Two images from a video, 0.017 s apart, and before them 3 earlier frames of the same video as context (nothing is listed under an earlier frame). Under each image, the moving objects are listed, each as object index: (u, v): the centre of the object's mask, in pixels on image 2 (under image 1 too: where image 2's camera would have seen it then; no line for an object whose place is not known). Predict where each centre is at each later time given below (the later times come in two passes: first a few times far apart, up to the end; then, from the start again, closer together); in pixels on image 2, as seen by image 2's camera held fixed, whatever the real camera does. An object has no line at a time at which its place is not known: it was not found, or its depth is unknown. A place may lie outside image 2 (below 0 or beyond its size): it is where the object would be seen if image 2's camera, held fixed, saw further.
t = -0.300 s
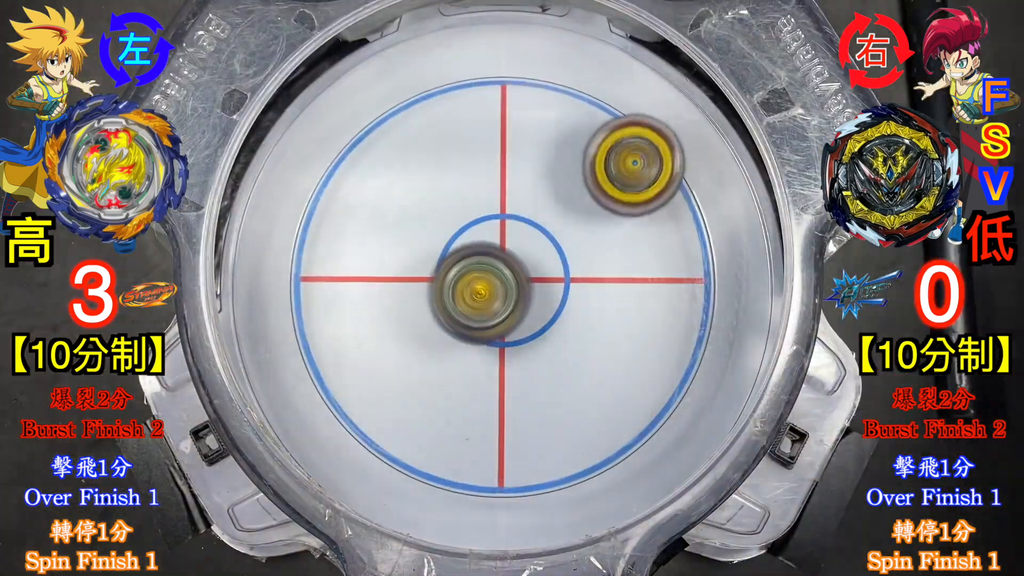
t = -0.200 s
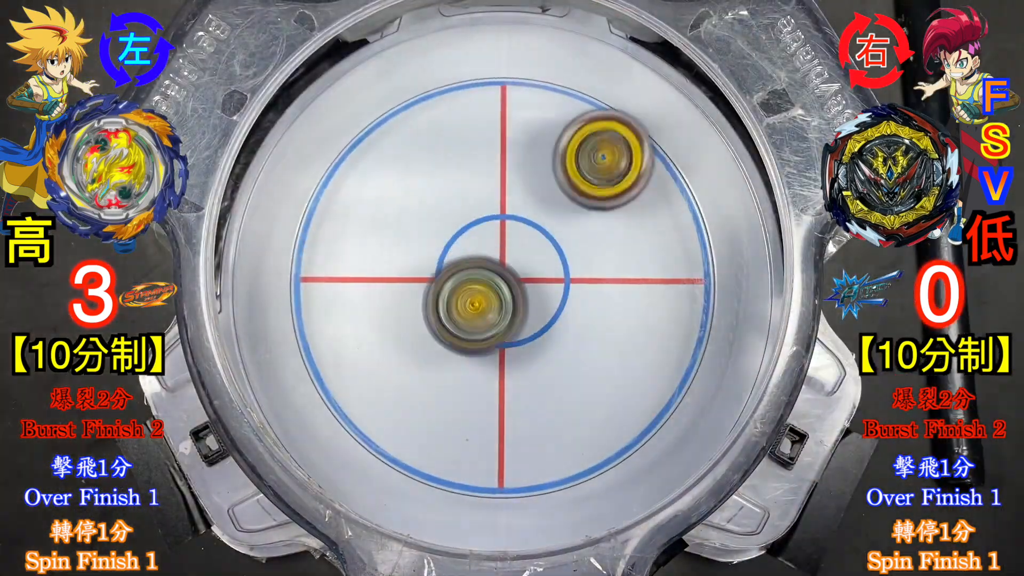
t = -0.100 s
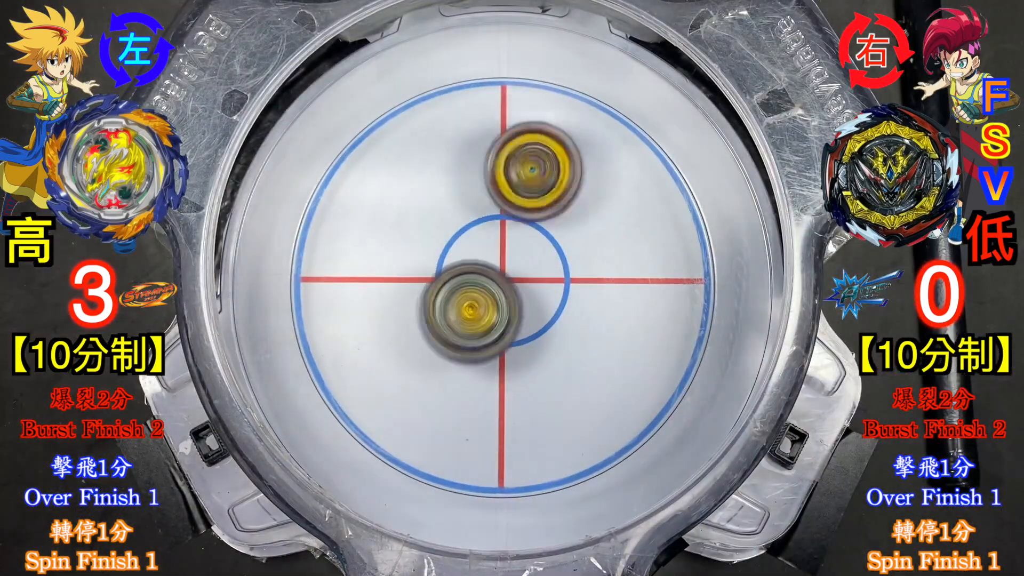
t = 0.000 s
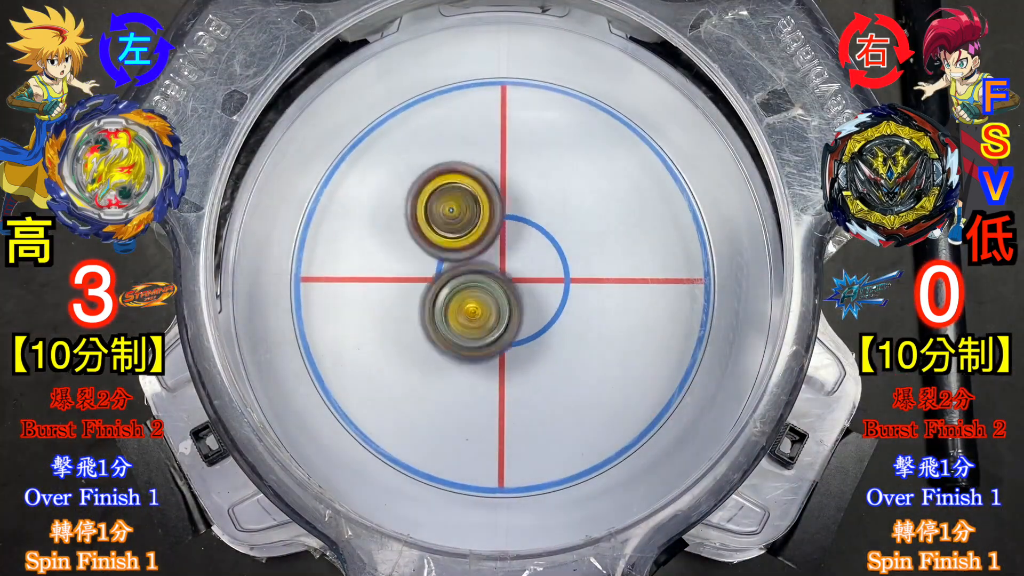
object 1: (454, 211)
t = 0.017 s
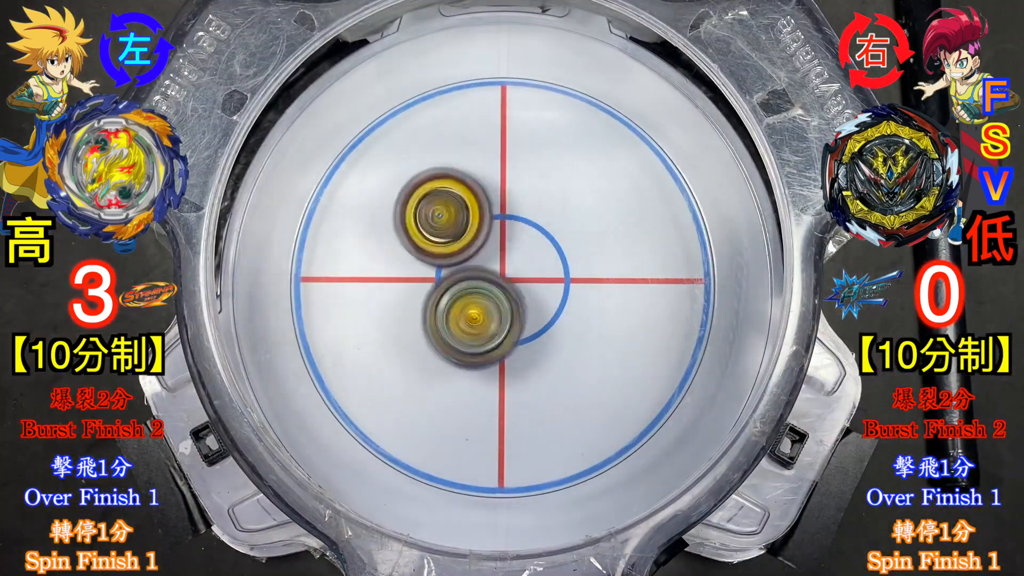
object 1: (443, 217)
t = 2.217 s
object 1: (523, 343)
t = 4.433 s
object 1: (569, 253)
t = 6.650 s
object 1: (453, 321)
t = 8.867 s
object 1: (603, 336)
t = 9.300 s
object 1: (448, 130)
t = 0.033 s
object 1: (432, 223)
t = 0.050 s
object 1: (422, 230)
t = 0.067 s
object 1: (412, 237)
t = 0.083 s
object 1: (404, 245)
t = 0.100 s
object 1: (398, 254)
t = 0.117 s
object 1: (392, 264)
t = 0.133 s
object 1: (386, 274)
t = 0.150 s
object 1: (382, 284)
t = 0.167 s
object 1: (379, 294)
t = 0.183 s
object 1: (378, 305)
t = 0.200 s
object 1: (378, 316)
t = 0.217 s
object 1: (379, 327)
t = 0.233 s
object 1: (380, 337)
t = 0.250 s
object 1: (374, 343)
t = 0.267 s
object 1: (367, 349)
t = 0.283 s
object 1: (360, 355)
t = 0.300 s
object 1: (355, 360)
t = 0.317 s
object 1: (357, 361)
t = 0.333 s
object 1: (360, 363)
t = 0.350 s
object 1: (364, 363)
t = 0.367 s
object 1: (370, 363)
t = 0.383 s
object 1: (377, 362)
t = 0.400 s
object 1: (386, 361)
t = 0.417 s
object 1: (395, 360)
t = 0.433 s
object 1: (405, 358)
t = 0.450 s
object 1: (417, 356)
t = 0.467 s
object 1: (429, 354)
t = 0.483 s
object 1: (441, 352)
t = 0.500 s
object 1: (454, 349)
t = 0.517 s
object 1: (468, 346)
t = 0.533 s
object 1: (482, 342)
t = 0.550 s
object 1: (496, 338)
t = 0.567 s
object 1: (510, 334)
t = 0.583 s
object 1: (516, 330)
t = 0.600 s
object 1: (511, 326)
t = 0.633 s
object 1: (502, 319)
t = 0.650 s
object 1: (497, 315)
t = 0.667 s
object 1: (493, 311)
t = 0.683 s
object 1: (489, 307)
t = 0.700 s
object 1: (486, 303)
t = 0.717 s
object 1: (483, 300)
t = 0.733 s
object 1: (481, 296)
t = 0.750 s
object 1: (479, 293)
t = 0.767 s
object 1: (477, 290)
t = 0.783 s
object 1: (476, 287)
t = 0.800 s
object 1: (475, 284)
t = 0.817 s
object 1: (474, 282)
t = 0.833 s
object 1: (474, 281)
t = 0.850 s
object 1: (475, 280)
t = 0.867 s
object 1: (476, 279)
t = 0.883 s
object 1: (477, 279)
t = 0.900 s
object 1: (476, 280)
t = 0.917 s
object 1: (463, 280)
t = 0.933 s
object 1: (450, 280)
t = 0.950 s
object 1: (437, 281)
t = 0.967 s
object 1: (426, 283)
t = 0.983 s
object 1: (415, 285)
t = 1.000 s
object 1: (405, 287)
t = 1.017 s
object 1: (396, 289)
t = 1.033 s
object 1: (388, 292)
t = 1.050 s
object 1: (381, 295)
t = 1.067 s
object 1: (375, 298)
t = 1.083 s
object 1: (370, 301)
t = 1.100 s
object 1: (367, 304)
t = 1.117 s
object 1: (364, 308)
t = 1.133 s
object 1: (363, 311)
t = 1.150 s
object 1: (363, 315)
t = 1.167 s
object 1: (364, 319)
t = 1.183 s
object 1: (367, 323)
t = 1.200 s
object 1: (370, 326)
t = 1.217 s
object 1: (375, 330)
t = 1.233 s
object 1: (381, 333)
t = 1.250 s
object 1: (388, 337)
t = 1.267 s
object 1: (397, 340)
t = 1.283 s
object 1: (396, 342)
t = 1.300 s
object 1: (393, 342)
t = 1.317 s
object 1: (392, 343)
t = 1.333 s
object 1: (391, 343)
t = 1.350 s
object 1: (391, 343)
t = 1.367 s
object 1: (393, 343)
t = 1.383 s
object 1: (395, 343)
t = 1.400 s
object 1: (399, 343)
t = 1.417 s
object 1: (402, 342)
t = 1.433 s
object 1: (408, 341)
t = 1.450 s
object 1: (414, 340)
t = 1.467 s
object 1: (421, 338)
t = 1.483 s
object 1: (428, 337)
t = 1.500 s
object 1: (436, 335)
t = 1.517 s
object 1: (445, 334)
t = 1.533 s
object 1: (453, 333)
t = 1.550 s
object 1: (463, 332)
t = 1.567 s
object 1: (473, 331)
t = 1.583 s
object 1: (483, 330)
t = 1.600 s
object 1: (493, 329)
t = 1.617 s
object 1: (500, 328)
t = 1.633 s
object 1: (492, 330)
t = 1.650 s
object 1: (482, 332)
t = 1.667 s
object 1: (473, 334)
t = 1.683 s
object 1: (466, 336)
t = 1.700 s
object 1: (458, 337)
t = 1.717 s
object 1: (451, 338)
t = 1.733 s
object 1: (445, 339)
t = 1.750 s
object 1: (439, 340)
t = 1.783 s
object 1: (431, 343)
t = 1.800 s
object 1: (429, 343)
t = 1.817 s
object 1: (426, 344)
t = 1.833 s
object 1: (425, 344)
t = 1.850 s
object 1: (424, 345)
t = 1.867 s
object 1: (424, 346)
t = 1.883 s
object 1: (425, 347)
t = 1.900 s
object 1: (427, 347)
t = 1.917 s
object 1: (429, 347)
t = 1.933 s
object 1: (432, 348)
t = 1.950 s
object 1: (435, 348)
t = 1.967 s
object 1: (439, 349)
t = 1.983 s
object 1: (445, 349)
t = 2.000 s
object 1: (450, 349)
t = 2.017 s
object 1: (456, 349)
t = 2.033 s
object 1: (461, 349)
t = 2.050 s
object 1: (468, 350)
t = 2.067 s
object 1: (475, 350)
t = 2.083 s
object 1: (482, 349)
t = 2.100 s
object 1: (490, 349)
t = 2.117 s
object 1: (497, 348)
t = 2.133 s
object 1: (505, 346)
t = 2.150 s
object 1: (512, 342)
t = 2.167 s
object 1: (519, 338)
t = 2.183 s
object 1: (525, 334)
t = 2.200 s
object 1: (524, 339)
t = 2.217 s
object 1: (523, 343)
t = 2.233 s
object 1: (521, 346)
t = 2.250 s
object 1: (519, 347)
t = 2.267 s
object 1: (518, 348)
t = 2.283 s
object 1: (517, 348)
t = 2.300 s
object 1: (517, 346)
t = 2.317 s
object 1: (516, 345)
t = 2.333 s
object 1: (516, 343)
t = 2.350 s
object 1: (516, 339)
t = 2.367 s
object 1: (516, 335)
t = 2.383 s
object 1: (515, 332)
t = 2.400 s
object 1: (515, 328)
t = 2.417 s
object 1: (514, 323)
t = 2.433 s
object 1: (512, 318)
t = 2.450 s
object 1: (510, 314)
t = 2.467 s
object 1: (508, 309)
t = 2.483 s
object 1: (504, 303)
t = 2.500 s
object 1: (500, 298)
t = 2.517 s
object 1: (496, 295)
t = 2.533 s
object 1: (490, 298)
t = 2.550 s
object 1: (482, 306)
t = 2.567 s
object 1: (473, 314)
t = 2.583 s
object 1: (466, 322)
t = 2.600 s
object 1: (459, 330)
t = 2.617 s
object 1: (451, 338)
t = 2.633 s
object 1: (446, 346)
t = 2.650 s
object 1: (440, 354)
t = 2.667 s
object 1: (435, 362)
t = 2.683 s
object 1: (431, 370)
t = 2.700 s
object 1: (429, 376)
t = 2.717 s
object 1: (426, 382)
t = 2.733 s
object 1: (425, 389)
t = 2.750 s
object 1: (425, 394)
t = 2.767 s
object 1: (426, 398)
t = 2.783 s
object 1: (427, 403)
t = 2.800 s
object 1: (430, 405)
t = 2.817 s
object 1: (433, 407)
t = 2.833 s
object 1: (438, 409)
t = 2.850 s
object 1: (443, 408)
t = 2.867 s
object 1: (448, 408)
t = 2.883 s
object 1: (455, 408)
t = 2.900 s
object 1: (463, 405)
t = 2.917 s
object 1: (470, 402)
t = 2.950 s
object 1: (487, 394)
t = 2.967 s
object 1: (495, 389)
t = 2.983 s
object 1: (505, 383)
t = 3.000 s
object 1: (514, 376)
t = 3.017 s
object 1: (523, 369)
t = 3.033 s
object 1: (532, 361)
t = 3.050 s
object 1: (536, 361)
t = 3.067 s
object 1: (537, 370)
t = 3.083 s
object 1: (537, 378)
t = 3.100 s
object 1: (536, 387)
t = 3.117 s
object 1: (536, 394)
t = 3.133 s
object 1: (535, 397)
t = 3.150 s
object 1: (534, 403)
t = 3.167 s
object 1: (533, 405)
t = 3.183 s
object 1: (531, 405)
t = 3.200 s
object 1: (531, 406)
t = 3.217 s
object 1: (530, 403)
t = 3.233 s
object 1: (529, 401)
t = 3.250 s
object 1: (529, 397)
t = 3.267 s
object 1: (528, 391)
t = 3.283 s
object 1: (528, 386)
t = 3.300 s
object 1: (528, 378)
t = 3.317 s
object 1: (528, 370)
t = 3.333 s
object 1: (529, 361)
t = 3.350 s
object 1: (528, 351)
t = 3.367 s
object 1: (528, 341)
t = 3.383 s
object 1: (527, 330)
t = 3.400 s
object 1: (525, 320)
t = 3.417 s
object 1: (523, 308)
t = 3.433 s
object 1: (519, 296)
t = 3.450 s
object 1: (516, 285)
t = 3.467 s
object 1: (511, 273)
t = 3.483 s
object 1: (506, 264)
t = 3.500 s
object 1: (497, 256)
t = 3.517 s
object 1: (479, 258)
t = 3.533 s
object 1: (463, 261)
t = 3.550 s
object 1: (446, 264)
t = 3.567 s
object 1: (431, 267)
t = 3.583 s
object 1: (415, 270)
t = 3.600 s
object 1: (400, 275)
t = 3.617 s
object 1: (387, 277)
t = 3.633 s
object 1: (374, 280)
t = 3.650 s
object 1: (363, 284)
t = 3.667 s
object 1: (352, 289)
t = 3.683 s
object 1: (345, 293)
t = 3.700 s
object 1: (336, 297)
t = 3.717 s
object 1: (330, 302)
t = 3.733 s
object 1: (325, 306)
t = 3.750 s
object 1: (321, 311)
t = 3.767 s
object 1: (318, 315)
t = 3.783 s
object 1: (317, 320)
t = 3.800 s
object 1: (319, 324)
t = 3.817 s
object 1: (320, 329)
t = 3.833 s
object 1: (324, 333)
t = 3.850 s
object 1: (328, 337)
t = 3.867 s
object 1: (334, 341)
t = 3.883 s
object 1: (341, 345)
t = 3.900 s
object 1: (349, 349)
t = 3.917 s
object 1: (359, 351)
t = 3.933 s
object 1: (369, 356)
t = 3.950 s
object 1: (381, 357)
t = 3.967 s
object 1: (392, 361)
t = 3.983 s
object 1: (405, 363)
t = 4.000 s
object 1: (417, 365)
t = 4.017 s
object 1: (430, 366)
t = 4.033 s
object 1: (442, 367)
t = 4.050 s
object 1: (456, 368)
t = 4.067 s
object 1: (463, 375)
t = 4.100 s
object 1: (477, 390)
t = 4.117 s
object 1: (484, 394)
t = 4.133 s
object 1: (493, 398)
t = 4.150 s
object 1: (501, 400)
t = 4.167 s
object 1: (509, 400)
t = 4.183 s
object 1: (516, 399)
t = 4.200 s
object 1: (525, 396)
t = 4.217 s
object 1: (533, 392)
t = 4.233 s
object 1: (540, 386)
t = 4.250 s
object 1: (547, 379)
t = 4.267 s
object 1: (553, 370)
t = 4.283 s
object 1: (560, 361)
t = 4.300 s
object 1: (563, 350)
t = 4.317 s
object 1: (568, 338)
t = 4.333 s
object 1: (570, 327)
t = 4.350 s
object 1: (573, 314)
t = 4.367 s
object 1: (573, 303)
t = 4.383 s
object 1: (574, 290)
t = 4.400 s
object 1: (573, 277)
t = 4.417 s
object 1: (572, 264)
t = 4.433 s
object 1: (569, 253)
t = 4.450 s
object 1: (565, 239)
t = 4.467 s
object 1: (561, 227)
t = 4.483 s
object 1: (557, 217)
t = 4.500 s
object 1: (558, 218)
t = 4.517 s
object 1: (557, 220)
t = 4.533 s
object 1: (558, 222)
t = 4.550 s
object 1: (556, 224)
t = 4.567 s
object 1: (554, 226)
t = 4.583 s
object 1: (552, 231)
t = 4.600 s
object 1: (549, 233)
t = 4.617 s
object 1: (546, 236)
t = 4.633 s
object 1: (542, 241)
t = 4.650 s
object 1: (538, 244)
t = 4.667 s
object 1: (532, 249)
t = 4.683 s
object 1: (527, 253)
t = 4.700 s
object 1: (521, 259)
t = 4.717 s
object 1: (514, 261)
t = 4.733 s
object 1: (509, 265)
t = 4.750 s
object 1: (502, 269)
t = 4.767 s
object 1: (497, 272)
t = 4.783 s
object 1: (491, 278)
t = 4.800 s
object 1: (484, 281)
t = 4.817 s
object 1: (479, 284)
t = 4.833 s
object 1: (472, 287)
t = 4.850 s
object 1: (467, 291)
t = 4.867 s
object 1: (461, 295)
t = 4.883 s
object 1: (456, 297)
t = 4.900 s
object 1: (451, 302)
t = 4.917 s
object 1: (445, 305)
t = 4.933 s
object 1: (441, 310)
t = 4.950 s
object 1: (436, 314)
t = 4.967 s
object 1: (433, 318)
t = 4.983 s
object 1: (430, 324)
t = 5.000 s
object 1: (427, 329)
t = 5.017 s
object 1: (426, 334)
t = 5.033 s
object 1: (425, 339)
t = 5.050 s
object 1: (426, 344)
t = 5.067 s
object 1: (426, 350)
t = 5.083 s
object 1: (423, 354)
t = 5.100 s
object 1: (419, 359)
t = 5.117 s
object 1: (415, 364)
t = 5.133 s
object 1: (414, 366)
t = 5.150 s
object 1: (413, 371)
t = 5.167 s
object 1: (413, 374)
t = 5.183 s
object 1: (415, 376)
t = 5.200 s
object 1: (417, 379)
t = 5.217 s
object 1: (420, 380)
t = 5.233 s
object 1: (425, 382)
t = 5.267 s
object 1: (437, 382)
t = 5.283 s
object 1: (444, 383)
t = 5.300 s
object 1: (451, 382)
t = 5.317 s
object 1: (453, 375)
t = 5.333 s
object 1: (452, 368)
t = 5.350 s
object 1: (451, 359)
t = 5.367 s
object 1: (451, 351)
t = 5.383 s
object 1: (452, 343)
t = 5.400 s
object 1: (453, 334)
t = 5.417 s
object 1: (455, 326)
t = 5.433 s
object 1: (457, 319)
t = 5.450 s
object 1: (458, 311)
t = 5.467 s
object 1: (460, 304)
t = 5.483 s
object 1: (462, 297)
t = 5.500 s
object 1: (462, 290)
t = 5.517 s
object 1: (462, 283)
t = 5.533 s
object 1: (462, 277)
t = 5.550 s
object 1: (461, 270)
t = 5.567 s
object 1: (461, 263)
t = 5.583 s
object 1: (459, 258)
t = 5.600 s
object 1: (457, 253)
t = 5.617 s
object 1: (456, 247)
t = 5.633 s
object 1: (454, 243)
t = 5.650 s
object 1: (451, 238)
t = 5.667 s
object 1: (446, 230)
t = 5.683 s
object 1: (440, 222)
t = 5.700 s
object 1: (431, 213)
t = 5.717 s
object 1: (425, 204)
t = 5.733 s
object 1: (419, 198)
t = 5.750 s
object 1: (412, 192)
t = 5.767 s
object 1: (407, 187)
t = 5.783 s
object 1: (402, 183)
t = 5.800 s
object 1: (398, 180)
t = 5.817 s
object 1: (394, 178)
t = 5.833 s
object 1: (392, 177)
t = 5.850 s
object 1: (389, 178)
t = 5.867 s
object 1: (387, 179)
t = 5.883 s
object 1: (386, 181)
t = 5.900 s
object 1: (387, 185)
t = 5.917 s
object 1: (386, 189)
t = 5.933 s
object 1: (386, 193)
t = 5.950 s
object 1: (388, 198)
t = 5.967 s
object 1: (382, 198)
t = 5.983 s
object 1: (377, 199)
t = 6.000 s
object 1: (371, 199)
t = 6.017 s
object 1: (368, 201)
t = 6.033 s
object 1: (365, 204)
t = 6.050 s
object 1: (361, 207)
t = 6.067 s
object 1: (360, 211)
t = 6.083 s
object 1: (359, 217)
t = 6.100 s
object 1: (358, 223)
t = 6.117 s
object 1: (358, 229)
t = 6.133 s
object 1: (359, 235)
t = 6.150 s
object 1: (360, 243)
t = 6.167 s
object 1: (363, 252)
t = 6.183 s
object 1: (365, 259)
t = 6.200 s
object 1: (369, 267)
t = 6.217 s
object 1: (373, 277)
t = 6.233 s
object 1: (377, 286)
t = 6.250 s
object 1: (382, 294)
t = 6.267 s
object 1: (390, 303)
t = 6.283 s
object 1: (397, 312)
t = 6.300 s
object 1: (405, 320)
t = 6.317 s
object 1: (415, 326)
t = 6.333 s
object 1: (427, 331)
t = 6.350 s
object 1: (439, 337)
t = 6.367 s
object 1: (447, 340)
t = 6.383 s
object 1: (440, 342)
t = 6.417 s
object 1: (424, 346)
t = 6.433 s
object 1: (418, 348)
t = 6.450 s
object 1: (414, 348)
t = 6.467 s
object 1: (410, 349)
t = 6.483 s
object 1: (407, 348)
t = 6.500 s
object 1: (406, 346)
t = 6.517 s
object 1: (407, 345)
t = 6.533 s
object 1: (408, 344)
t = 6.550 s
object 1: (410, 342)
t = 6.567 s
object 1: (415, 339)
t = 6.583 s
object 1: (421, 336)
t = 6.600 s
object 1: (428, 334)
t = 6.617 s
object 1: (436, 331)
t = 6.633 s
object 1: (444, 327)
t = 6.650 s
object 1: (453, 321)
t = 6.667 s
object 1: (463, 315)
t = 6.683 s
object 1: (473, 309)
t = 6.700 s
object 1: (482, 302)
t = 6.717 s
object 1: (491, 294)
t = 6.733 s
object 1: (498, 286)
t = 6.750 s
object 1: (507, 277)
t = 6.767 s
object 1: (513, 268)
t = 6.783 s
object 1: (508, 254)
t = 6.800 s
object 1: (491, 234)
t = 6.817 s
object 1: (474, 215)
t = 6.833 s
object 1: (457, 196)
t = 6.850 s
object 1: (443, 179)
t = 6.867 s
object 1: (428, 163)
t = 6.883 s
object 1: (415, 148)
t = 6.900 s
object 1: (402, 135)
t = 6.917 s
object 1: (389, 123)
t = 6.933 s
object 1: (378, 114)
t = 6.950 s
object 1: (368, 109)
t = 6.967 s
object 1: (359, 105)
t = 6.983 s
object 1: (352, 103)
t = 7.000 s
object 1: (343, 102)
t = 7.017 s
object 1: (336, 103)
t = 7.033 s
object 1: (330, 105)
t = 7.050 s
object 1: (325, 108)
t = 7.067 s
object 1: (319, 112)
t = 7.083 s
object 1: (314, 116)
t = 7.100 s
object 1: (309, 123)
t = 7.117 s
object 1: (305, 129)
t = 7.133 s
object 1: (301, 136)
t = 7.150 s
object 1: (298, 144)
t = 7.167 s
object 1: (295, 154)
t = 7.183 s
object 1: (293, 164)
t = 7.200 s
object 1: (291, 175)
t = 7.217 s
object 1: (291, 187)
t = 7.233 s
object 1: (291, 198)
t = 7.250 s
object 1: (294, 211)
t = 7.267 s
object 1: (297, 225)
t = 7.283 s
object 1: (303, 239)
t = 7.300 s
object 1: (310, 254)
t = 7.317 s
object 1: (319, 269)
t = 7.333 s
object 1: (321, 279)
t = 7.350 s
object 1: (308, 284)
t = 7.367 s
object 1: (298, 287)
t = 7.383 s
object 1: (293, 292)
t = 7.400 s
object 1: (290, 298)
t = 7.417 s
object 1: (288, 305)
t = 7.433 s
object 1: (290, 311)
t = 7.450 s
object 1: (294, 318)
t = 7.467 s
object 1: (301, 327)
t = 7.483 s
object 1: (309, 336)
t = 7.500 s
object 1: (320, 344)
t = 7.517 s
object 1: (333, 352)
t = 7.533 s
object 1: (347, 359)
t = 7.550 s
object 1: (363, 366)
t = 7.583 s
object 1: (397, 375)
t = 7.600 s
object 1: (415, 378)
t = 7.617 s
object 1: (434, 380)
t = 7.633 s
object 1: (454, 380)
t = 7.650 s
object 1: (472, 378)
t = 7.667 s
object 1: (491, 376)
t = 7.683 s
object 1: (509, 372)
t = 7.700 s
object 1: (526, 367)
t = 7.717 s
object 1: (543, 361)
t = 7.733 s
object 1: (559, 354)
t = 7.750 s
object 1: (574, 346)
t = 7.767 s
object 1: (584, 342)
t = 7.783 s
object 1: (586, 343)
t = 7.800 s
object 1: (588, 345)
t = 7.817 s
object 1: (589, 347)
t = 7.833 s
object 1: (590, 348)
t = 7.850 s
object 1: (590, 347)
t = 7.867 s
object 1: (589, 346)
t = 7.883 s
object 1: (588, 345)
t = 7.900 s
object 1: (587, 343)
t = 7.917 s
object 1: (585, 341)
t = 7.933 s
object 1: (583, 337)
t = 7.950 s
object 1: (581, 333)
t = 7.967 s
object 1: (578, 329)
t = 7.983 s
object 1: (576, 323)
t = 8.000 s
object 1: (573, 318)
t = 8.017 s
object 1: (570, 312)
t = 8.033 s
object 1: (567, 305)
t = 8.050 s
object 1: (564, 298)
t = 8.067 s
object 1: (561, 291)
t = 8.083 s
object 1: (558, 283)
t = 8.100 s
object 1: (555, 276)
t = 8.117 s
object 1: (552, 267)
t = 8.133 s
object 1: (550, 259)
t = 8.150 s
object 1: (547, 251)
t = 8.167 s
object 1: (545, 242)
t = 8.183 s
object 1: (542, 233)
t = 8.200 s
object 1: (540, 225)
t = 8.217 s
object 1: (527, 224)
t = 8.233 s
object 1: (507, 232)
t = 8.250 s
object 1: (486, 239)
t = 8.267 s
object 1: (466, 246)
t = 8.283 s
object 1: (448, 253)
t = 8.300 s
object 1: (430, 260)
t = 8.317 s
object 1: (414, 267)
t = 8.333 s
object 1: (399, 274)
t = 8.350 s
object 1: (385, 282)
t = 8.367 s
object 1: (374, 289)
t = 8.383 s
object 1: (363, 297)
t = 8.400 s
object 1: (354, 305)
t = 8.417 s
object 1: (347, 313)
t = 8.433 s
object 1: (342, 321)
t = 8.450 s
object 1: (338, 329)
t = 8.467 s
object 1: (336, 337)
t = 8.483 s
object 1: (337, 344)
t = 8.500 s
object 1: (339, 351)
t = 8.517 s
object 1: (343, 358)
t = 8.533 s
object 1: (348, 365)
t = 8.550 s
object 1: (355, 371)
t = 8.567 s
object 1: (364, 376)
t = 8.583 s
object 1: (374, 382)
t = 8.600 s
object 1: (384, 386)
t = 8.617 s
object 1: (395, 390)
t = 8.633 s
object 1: (408, 394)
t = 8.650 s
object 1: (422, 396)
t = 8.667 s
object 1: (437, 398)
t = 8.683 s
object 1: (452, 400)
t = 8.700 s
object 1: (467, 400)
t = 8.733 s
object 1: (497, 397)
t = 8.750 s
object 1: (513, 394)
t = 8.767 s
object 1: (528, 389)
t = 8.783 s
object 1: (542, 383)
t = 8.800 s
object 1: (556, 375)
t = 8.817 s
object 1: (569, 367)
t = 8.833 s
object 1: (582, 357)
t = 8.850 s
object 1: (593, 347)
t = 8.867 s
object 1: (603, 336)
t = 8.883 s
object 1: (611, 324)
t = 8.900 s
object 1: (617, 311)
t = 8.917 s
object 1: (623, 298)
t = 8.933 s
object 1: (627, 285)
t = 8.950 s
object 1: (629, 273)
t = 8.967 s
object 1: (630, 260)
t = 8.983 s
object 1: (630, 247)
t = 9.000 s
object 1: (628, 234)
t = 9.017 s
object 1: (626, 222)
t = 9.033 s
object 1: (622, 210)
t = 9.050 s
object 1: (617, 198)
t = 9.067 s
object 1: (611, 186)
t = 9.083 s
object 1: (603, 175)
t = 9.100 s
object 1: (595, 165)
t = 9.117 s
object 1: (586, 155)
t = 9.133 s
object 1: (575, 147)
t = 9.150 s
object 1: (564, 140)
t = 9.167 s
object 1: (552, 133)
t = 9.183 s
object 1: (540, 128)
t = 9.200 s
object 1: (527, 124)
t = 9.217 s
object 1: (514, 121)
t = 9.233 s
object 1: (501, 120)
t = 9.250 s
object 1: (486, 121)
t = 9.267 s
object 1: (473, 123)
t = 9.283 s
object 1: (461, 126)
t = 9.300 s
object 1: (448, 130)
